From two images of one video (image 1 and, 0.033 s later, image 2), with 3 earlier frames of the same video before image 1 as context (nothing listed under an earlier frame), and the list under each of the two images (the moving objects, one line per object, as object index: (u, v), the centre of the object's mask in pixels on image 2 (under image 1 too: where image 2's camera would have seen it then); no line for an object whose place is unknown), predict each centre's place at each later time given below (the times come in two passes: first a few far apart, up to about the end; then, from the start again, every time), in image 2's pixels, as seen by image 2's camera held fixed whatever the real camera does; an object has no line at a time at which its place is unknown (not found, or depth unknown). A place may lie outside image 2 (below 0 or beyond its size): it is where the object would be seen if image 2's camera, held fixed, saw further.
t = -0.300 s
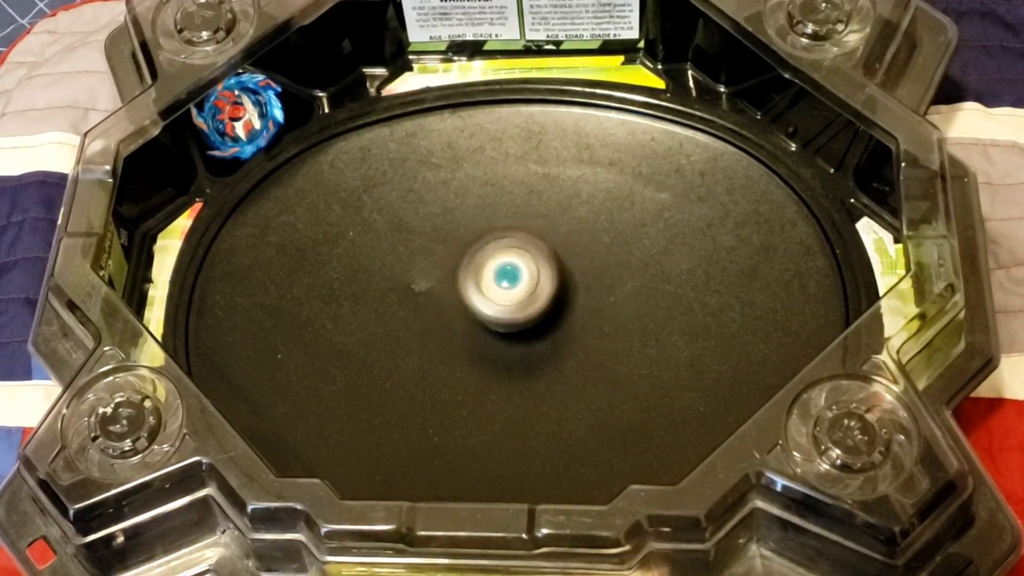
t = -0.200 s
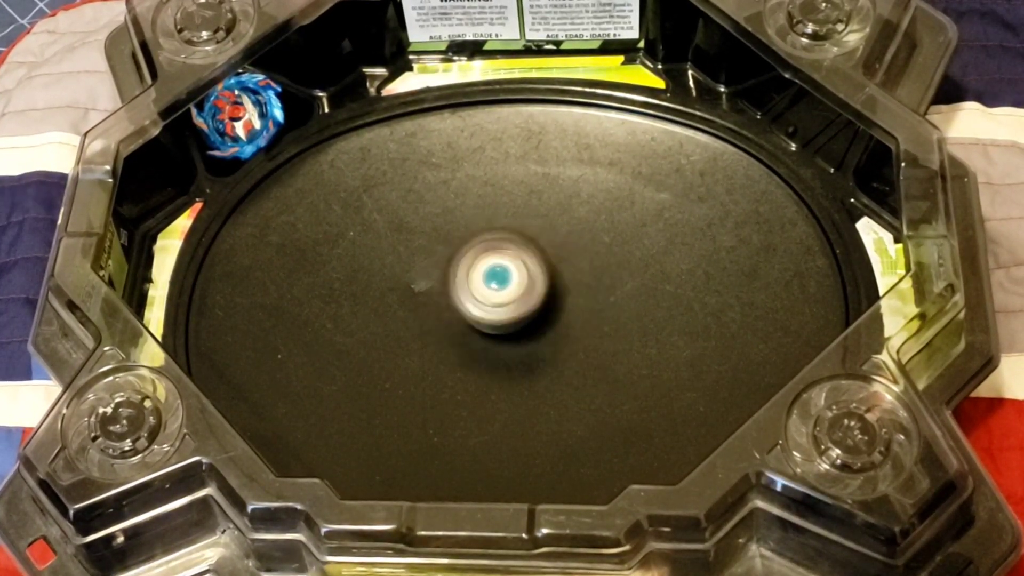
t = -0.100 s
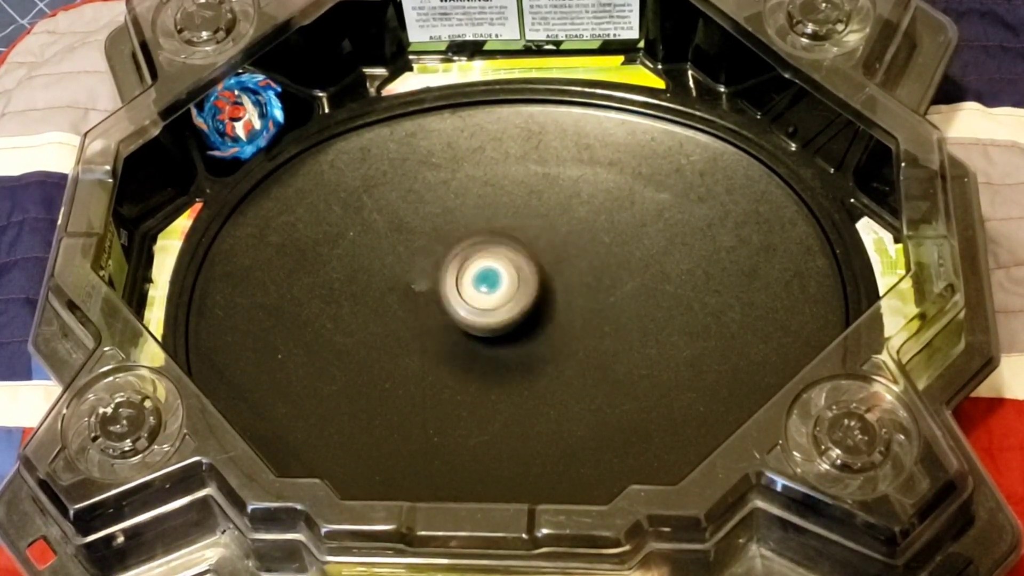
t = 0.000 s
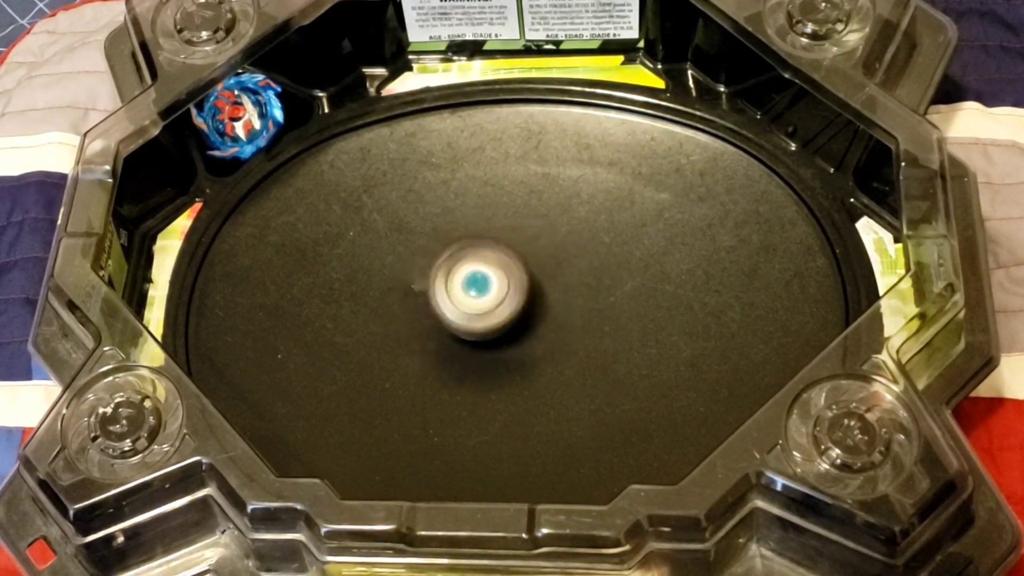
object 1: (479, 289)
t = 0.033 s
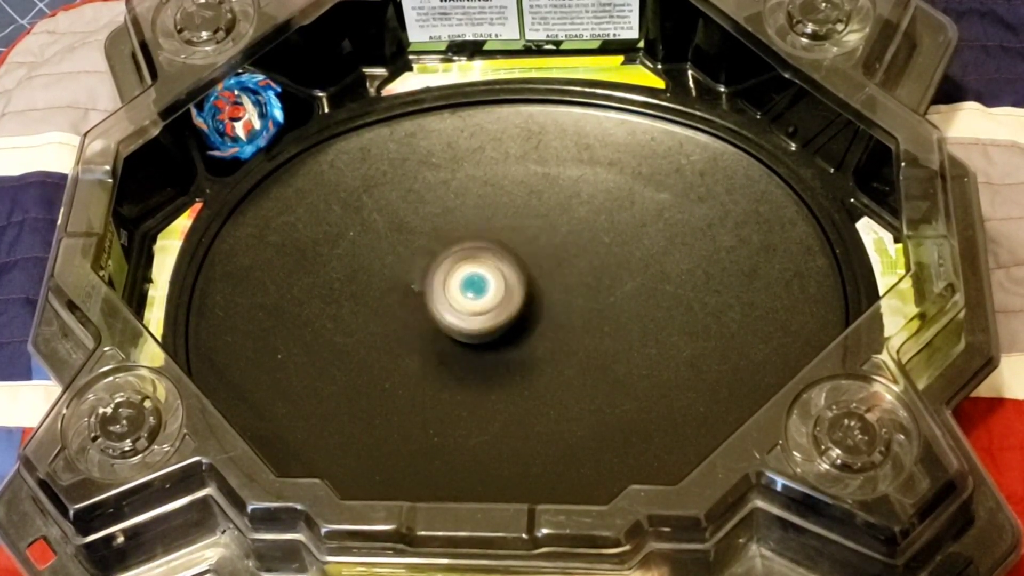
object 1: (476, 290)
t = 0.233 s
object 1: (462, 305)
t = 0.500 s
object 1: (458, 321)
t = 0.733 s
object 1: (466, 328)
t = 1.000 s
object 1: (488, 334)
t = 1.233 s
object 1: (514, 337)
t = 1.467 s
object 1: (540, 332)
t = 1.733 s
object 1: (559, 315)
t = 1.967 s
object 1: (565, 301)
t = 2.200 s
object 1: (562, 290)
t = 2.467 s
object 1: (549, 286)
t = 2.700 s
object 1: (529, 283)
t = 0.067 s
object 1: (472, 293)
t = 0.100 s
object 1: (470, 295)
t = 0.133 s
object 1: (469, 297)
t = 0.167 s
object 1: (466, 300)
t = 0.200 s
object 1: (464, 302)
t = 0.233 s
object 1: (462, 305)
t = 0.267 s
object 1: (461, 307)
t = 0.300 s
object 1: (460, 309)
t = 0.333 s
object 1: (459, 312)
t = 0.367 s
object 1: (458, 314)
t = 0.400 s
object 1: (458, 316)
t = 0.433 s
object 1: (457, 318)
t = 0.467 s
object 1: (458, 320)
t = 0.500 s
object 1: (458, 321)
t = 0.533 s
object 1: (459, 322)
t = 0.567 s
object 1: (459, 323)
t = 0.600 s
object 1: (461, 324)
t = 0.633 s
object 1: (461, 325)
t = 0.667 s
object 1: (463, 326)
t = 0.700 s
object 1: (464, 327)
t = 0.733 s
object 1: (466, 328)
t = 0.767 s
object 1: (468, 328)
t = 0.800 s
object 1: (471, 329)
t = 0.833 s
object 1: (473, 330)
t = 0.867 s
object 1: (476, 330)
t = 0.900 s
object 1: (479, 331)
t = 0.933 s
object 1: (482, 332)
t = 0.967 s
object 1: (485, 333)
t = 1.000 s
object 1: (488, 334)
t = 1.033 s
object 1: (492, 335)
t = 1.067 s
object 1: (495, 336)
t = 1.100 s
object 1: (499, 336)
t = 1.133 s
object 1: (504, 337)
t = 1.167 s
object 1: (507, 337)
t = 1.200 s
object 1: (511, 337)
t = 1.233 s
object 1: (514, 337)
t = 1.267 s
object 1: (518, 337)
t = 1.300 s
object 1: (522, 337)
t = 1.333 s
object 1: (525, 336)
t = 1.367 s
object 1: (529, 335)
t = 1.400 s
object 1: (533, 334)
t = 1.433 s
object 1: (537, 333)
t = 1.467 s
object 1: (540, 332)
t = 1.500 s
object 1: (543, 330)
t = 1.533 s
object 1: (546, 328)
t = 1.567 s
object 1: (549, 326)
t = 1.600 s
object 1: (552, 324)
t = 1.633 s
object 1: (554, 322)
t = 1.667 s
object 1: (556, 319)
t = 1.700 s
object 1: (558, 317)
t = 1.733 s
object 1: (559, 315)
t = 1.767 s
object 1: (560, 313)
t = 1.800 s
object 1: (562, 310)
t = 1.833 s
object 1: (563, 308)
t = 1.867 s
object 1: (564, 306)
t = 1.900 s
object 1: (564, 305)
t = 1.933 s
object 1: (565, 303)
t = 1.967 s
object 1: (565, 301)
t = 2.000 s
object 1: (565, 299)
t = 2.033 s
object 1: (565, 297)
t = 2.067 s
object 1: (565, 296)
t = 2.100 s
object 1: (564, 295)
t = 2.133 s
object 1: (564, 294)
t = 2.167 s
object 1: (563, 293)
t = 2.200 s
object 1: (562, 290)
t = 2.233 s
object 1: (561, 290)
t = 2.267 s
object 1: (560, 289)
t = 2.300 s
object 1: (559, 289)
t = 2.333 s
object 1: (557, 288)
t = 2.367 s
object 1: (556, 288)
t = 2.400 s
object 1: (553, 287)
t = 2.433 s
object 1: (551, 287)
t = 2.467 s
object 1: (549, 286)
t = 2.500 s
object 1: (547, 286)
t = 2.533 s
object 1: (544, 286)
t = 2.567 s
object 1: (541, 287)
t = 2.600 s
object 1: (539, 286)
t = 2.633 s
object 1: (536, 286)
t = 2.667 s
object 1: (533, 285)
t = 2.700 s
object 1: (529, 283)
